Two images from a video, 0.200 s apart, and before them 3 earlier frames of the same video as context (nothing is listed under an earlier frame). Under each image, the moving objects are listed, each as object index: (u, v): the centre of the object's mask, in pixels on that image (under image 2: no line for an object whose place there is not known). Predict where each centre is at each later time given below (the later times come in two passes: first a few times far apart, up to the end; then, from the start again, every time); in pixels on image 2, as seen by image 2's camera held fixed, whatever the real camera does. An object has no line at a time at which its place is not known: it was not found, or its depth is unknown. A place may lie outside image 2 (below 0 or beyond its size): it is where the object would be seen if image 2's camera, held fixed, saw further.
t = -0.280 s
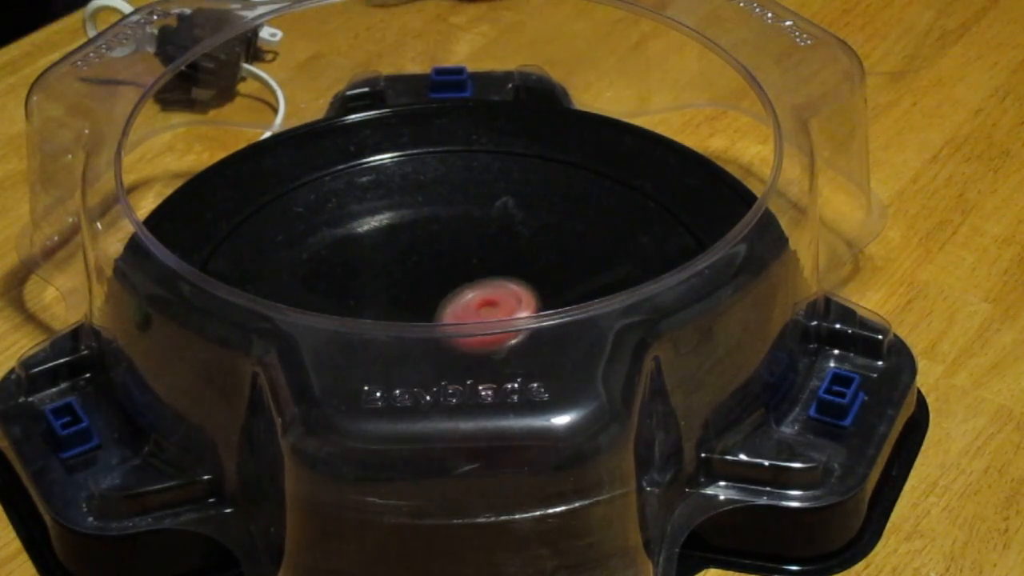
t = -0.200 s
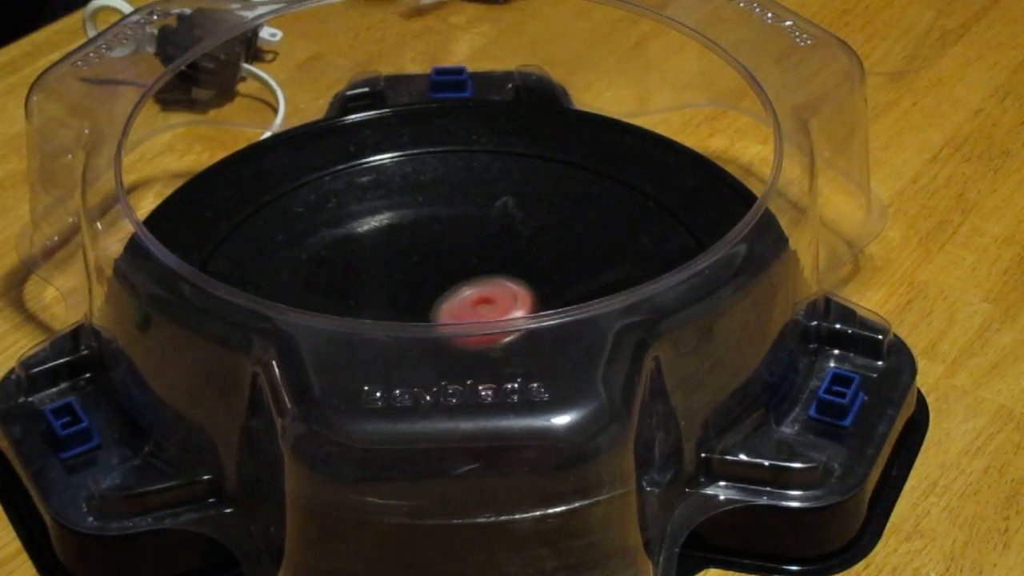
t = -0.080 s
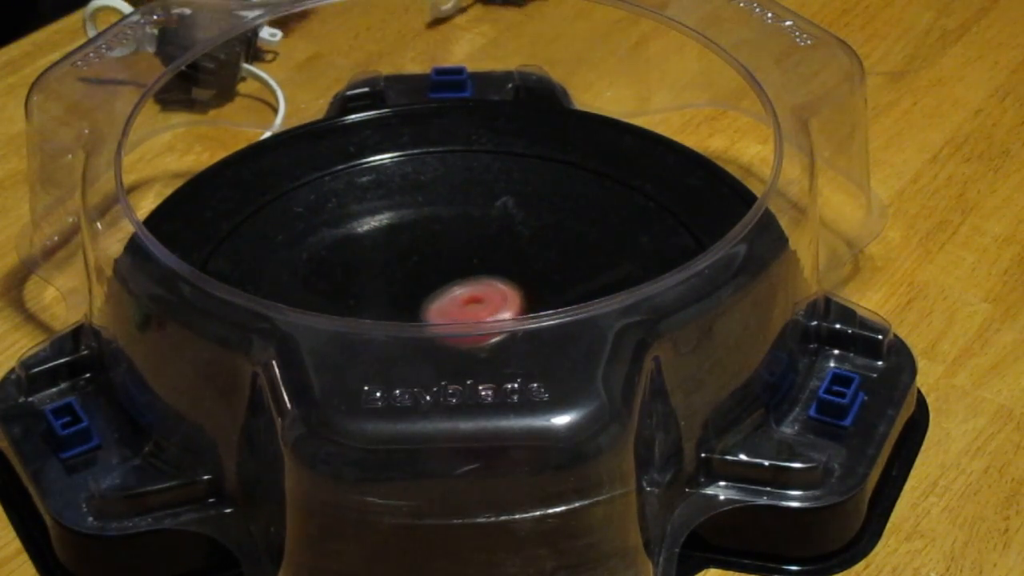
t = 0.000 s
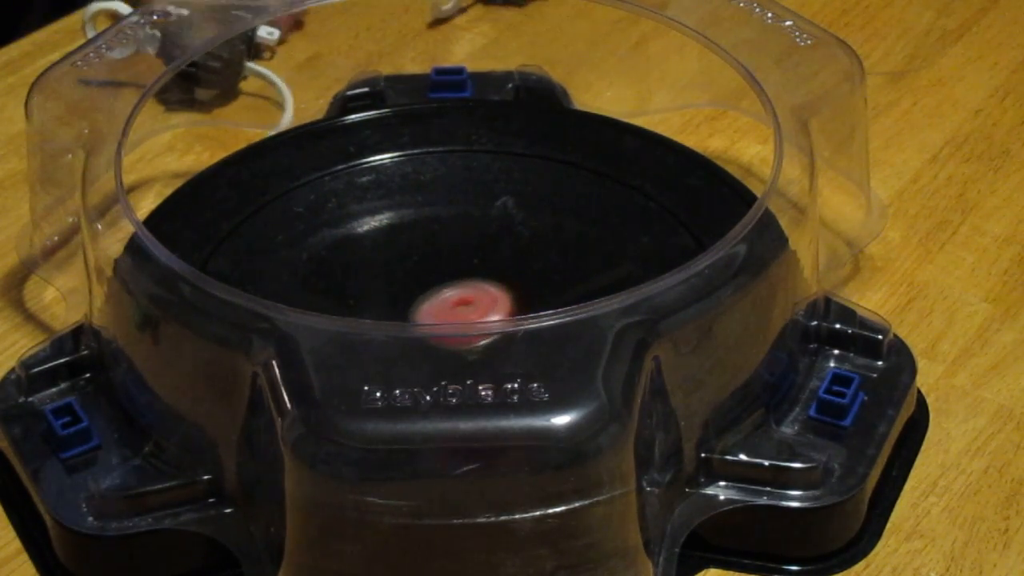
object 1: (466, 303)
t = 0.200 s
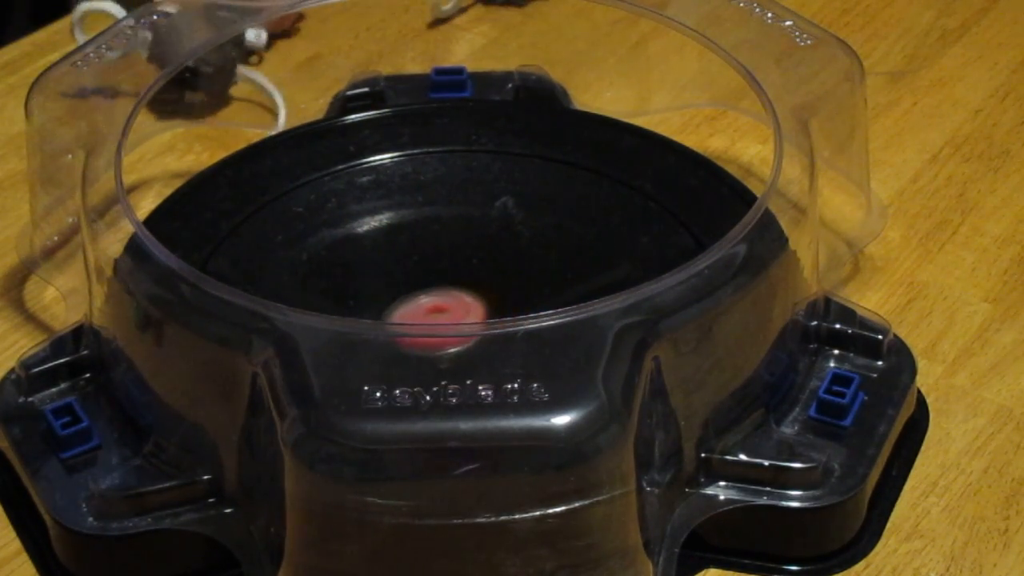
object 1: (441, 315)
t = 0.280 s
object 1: (431, 317)
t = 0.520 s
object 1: (412, 317)
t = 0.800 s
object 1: (399, 302)
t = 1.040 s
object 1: (387, 293)
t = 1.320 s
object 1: (374, 280)
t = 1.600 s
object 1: (368, 272)
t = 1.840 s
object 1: (381, 265)
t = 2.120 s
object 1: (418, 245)
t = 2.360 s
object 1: (430, 235)
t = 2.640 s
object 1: (443, 269)
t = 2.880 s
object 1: (502, 275)
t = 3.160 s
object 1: (533, 252)
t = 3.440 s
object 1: (467, 265)
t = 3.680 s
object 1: (450, 295)
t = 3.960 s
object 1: (483, 318)
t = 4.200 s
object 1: (485, 295)
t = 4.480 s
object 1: (455, 278)
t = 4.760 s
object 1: (408, 290)
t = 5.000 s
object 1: (405, 294)
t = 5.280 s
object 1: (450, 280)
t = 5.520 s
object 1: (461, 277)
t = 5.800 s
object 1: (452, 275)
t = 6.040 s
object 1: (447, 280)
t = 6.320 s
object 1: (447, 280)
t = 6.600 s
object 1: (461, 280)
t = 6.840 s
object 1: (463, 284)
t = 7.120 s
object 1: (456, 287)
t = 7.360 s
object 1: (449, 287)
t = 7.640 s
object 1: (445, 284)
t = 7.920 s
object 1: (445, 278)
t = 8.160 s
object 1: (450, 276)
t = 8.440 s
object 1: (456, 277)
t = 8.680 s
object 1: (460, 273)
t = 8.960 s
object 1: (464, 274)
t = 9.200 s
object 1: (466, 280)
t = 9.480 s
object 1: (473, 286)
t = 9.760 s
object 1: (473, 290)
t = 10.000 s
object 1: (467, 291)
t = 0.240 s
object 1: (436, 317)
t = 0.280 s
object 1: (431, 317)
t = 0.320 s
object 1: (428, 318)
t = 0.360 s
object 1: (424, 318)
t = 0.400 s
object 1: (421, 318)
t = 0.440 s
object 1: (418, 317)
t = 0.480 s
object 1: (416, 317)
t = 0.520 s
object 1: (412, 317)
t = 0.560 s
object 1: (410, 316)
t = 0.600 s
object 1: (408, 314)
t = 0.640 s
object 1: (407, 307)
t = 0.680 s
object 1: (406, 306)
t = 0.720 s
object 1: (405, 304)
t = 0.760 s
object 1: (402, 303)
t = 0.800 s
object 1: (399, 302)
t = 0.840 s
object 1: (398, 301)
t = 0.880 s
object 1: (396, 299)
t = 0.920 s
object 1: (393, 298)
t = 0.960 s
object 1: (391, 296)
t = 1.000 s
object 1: (389, 295)
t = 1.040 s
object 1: (387, 293)
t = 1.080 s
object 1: (385, 291)
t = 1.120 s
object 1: (382, 289)
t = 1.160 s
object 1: (381, 287)
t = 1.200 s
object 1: (379, 285)
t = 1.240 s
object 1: (377, 283)
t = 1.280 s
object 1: (375, 282)
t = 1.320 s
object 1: (374, 280)
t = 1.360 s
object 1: (372, 278)
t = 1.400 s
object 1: (370, 277)
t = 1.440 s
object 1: (369, 275)
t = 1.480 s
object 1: (368, 274)
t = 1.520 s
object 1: (368, 273)
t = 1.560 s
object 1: (368, 272)
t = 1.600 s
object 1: (368, 272)
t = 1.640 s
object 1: (369, 271)
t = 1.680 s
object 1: (370, 270)
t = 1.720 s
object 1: (372, 269)
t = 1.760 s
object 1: (375, 268)
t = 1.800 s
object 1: (378, 267)
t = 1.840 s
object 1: (381, 265)
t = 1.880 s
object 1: (386, 263)
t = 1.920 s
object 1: (391, 260)
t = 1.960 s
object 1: (397, 258)
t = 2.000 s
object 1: (402, 255)
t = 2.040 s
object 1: (408, 251)
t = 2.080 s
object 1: (413, 248)
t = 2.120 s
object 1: (418, 245)
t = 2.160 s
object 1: (422, 243)
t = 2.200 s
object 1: (426, 240)
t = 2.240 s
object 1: (428, 238)
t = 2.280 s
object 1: (429, 236)
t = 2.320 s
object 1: (430, 235)
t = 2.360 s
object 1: (430, 235)
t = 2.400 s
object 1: (430, 237)
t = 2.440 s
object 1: (431, 241)
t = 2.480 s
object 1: (432, 246)
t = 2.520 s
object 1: (433, 252)
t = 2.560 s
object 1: (435, 258)
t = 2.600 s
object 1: (438, 264)
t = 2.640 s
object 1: (443, 269)
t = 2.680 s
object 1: (450, 273)
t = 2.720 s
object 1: (460, 276)
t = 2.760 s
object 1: (470, 277)
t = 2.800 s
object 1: (480, 277)
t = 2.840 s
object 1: (491, 276)
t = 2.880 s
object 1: (502, 275)
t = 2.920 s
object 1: (513, 273)
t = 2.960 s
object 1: (523, 271)
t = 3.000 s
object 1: (530, 267)
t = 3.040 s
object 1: (536, 264)
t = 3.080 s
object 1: (538, 259)
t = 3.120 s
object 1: (537, 255)
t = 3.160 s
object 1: (533, 252)
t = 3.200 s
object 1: (525, 250)
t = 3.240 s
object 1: (516, 250)
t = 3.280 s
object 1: (506, 252)
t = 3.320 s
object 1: (496, 255)
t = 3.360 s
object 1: (486, 259)
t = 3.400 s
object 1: (476, 262)
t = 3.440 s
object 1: (467, 265)
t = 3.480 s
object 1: (460, 269)
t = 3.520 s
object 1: (455, 274)
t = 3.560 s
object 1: (451, 280)
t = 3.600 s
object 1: (450, 285)
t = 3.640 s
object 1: (448, 291)
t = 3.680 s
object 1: (450, 295)
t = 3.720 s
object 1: (452, 298)
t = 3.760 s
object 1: (457, 299)
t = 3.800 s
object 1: (461, 301)
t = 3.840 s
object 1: (466, 311)
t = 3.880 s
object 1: (471, 313)
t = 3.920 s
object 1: (477, 316)
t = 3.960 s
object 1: (483, 318)
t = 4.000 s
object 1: (489, 317)
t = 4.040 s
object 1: (492, 315)
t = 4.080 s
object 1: (494, 309)
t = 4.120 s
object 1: (493, 300)
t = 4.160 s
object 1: (489, 298)
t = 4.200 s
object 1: (485, 295)
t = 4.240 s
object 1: (481, 293)
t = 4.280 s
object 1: (476, 290)
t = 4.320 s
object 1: (472, 287)
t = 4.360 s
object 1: (468, 283)
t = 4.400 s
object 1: (465, 280)
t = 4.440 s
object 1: (461, 279)
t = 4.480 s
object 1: (455, 278)
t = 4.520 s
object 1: (449, 279)
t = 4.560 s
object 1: (443, 280)
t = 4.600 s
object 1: (436, 281)
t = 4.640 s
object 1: (429, 284)
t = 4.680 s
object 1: (422, 286)
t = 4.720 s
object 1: (415, 288)
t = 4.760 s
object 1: (408, 290)
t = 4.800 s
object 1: (403, 292)
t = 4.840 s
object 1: (399, 293)
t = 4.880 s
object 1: (398, 295)
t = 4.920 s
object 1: (399, 295)
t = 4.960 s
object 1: (401, 295)
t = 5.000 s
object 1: (405, 294)
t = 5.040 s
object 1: (410, 293)
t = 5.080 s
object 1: (417, 291)
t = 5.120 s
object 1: (424, 289)
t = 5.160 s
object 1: (431, 286)
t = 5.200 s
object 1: (438, 284)
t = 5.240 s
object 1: (444, 282)
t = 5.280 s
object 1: (450, 280)
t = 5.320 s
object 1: (455, 279)
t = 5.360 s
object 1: (459, 278)
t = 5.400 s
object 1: (462, 278)
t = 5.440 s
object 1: (463, 278)
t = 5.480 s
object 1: (463, 279)
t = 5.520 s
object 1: (461, 277)
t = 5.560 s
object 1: (460, 275)
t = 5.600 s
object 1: (462, 274)
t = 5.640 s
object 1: (459, 273)
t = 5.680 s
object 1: (457, 273)
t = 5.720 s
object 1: (455, 274)
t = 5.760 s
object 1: (453, 274)
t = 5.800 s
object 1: (452, 275)
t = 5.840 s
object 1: (450, 276)
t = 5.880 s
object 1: (449, 277)
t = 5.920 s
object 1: (448, 278)
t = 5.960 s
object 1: (447, 279)
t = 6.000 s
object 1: (447, 279)
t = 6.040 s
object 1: (447, 280)
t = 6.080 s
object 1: (447, 280)
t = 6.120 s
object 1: (447, 281)
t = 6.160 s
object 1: (448, 280)
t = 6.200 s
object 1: (448, 280)
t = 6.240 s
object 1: (449, 280)
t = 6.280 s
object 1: (446, 280)
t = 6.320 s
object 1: (447, 280)
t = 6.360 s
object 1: (448, 280)
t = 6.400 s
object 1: (450, 279)
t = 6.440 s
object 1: (451, 280)
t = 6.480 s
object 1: (453, 280)
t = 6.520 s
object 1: (459, 279)
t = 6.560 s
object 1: (460, 280)
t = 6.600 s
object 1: (461, 280)
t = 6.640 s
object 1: (462, 281)
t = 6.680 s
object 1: (462, 281)
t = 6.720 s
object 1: (463, 282)
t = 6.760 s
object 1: (460, 283)
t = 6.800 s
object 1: (463, 283)
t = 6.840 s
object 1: (463, 284)
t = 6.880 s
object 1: (463, 284)
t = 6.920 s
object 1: (462, 285)
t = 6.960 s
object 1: (461, 286)
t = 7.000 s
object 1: (460, 286)
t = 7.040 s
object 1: (459, 286)
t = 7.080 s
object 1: (457, 286)
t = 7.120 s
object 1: (456, 287)
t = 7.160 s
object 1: (455, 287)
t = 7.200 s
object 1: (454, 287)
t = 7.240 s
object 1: (453, 287)
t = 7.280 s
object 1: (451, 287)
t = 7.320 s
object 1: (450, 287)
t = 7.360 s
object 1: (449, 287)
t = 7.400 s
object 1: (448, 287)
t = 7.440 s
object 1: (448, 286)
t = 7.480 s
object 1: (447, 286)
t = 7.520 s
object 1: (446, 286)
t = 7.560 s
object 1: (445, 285)
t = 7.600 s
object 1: (442, 284)
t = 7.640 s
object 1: (445, 284)
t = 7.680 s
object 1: (441, 282)
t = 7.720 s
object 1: (441, 282)
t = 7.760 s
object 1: (442, 281)
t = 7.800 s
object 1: (442, 280)
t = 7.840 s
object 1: (443, 279)
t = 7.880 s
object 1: (444, 279)
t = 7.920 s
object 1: (445, 278)
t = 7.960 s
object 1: (446, 278)
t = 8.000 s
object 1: (447, 277)
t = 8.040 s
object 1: (447, 277)
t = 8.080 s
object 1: (449, 277)
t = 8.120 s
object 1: (449, 277)
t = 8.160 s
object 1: (450, 276)
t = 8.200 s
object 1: (451, 276)
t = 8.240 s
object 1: (452, 277)
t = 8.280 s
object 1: (453, 277)
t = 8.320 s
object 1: (454, 277)
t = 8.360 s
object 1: (454, 277)
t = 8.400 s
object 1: (455, 277)
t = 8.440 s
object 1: (456, 277)
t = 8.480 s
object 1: (457, 277)
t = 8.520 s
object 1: (457, 276)
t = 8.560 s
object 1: (458, 275)
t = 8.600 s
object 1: (458, 275)
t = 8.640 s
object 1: (459, 274)
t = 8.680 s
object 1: (460, 273)
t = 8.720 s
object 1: (460, 273)
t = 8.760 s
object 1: (461, 273)
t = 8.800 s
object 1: (461, 273)
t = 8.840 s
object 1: (462, 273)
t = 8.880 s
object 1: (463, 273)
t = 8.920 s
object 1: (463, 274)
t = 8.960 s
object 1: (464, 274)
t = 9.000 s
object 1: (465, 275)
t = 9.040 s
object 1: (465, 276)
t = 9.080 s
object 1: (465, 277)
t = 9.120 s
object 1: (465, 278)
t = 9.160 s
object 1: (466, 279)
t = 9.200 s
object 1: (466, 280)
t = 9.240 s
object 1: (466, 281)
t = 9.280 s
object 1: (466, 282)
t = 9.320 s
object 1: (467, 283)
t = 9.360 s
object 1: (469, 284)
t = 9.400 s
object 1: (470, 284)
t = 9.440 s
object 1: (472, 285)
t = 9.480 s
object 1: (473, 286)
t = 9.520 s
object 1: (474, 286)
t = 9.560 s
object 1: (475, 287)
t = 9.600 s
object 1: (475, 287)
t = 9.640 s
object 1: (474, 288)
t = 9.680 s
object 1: (474, 289)
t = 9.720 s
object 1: (473, 289)
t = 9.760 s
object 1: (473, 290)
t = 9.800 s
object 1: (472, 290)
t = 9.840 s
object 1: (472, 290)
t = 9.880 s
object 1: (471, 290)
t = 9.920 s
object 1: (469, 291)
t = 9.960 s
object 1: (469, 291)
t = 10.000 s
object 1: (467, 291)
